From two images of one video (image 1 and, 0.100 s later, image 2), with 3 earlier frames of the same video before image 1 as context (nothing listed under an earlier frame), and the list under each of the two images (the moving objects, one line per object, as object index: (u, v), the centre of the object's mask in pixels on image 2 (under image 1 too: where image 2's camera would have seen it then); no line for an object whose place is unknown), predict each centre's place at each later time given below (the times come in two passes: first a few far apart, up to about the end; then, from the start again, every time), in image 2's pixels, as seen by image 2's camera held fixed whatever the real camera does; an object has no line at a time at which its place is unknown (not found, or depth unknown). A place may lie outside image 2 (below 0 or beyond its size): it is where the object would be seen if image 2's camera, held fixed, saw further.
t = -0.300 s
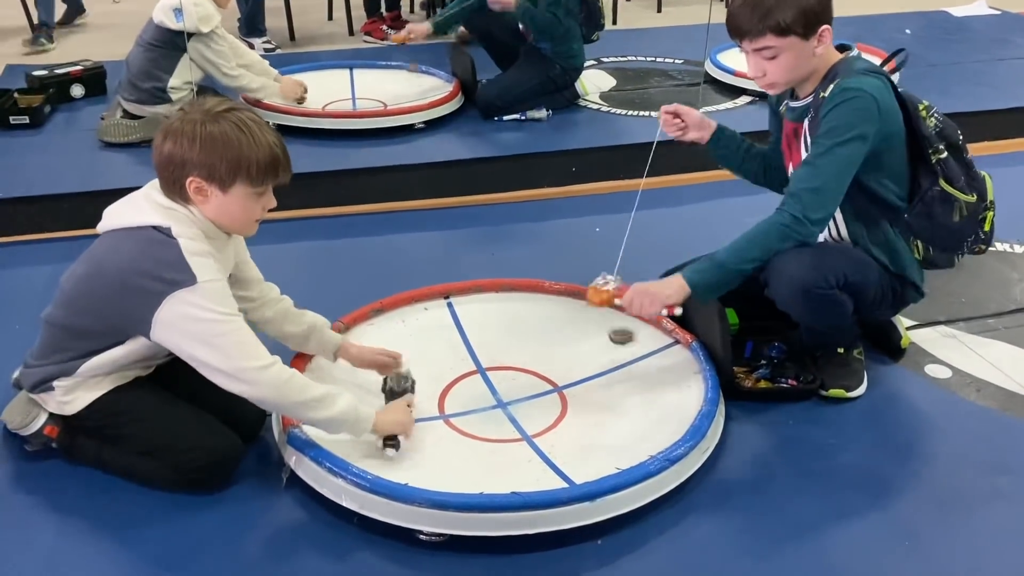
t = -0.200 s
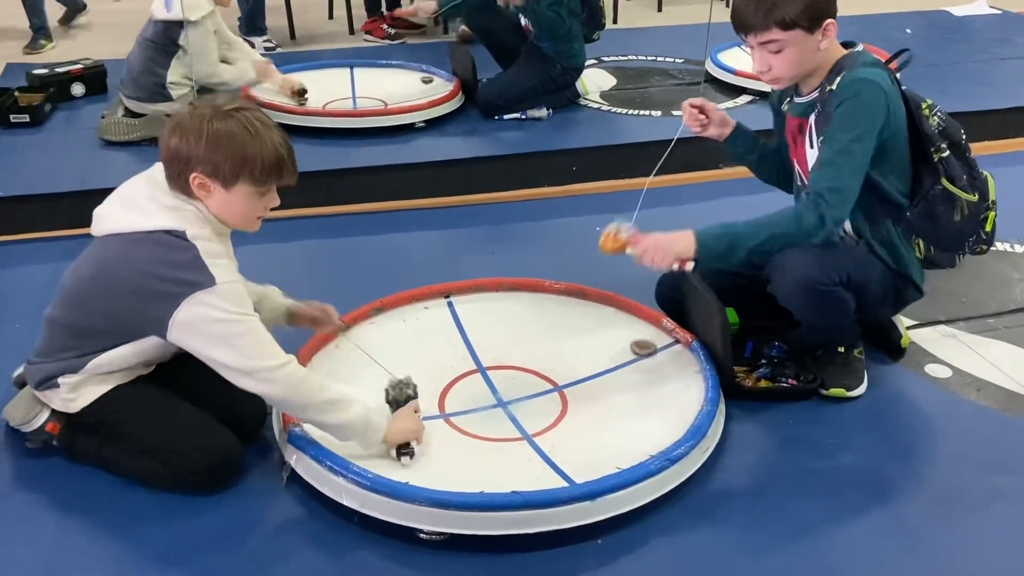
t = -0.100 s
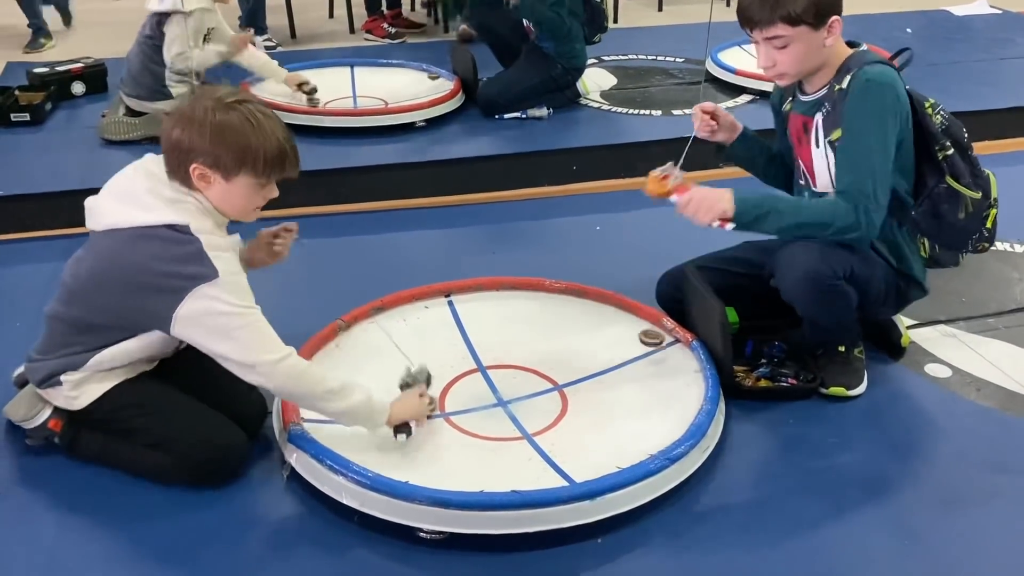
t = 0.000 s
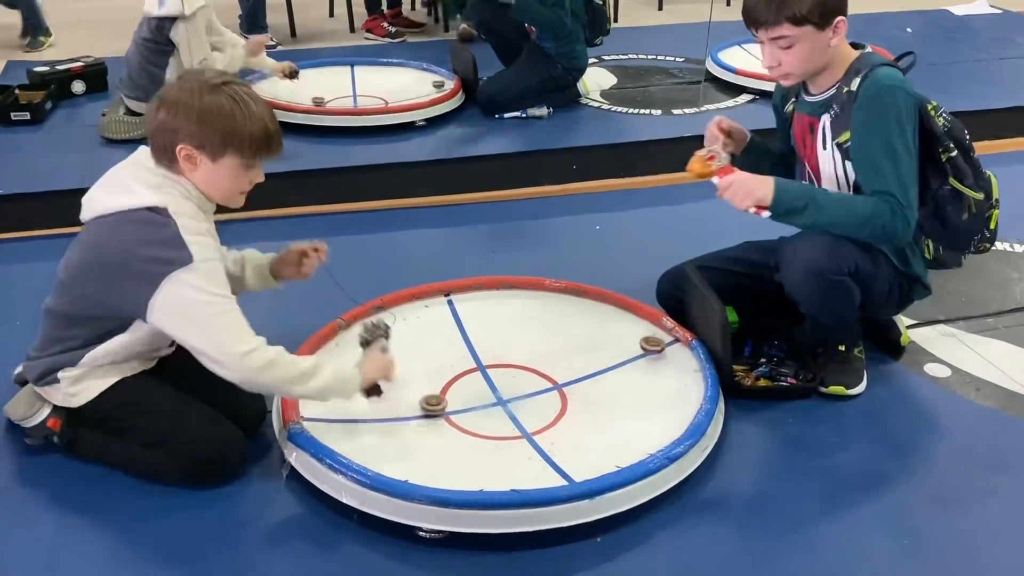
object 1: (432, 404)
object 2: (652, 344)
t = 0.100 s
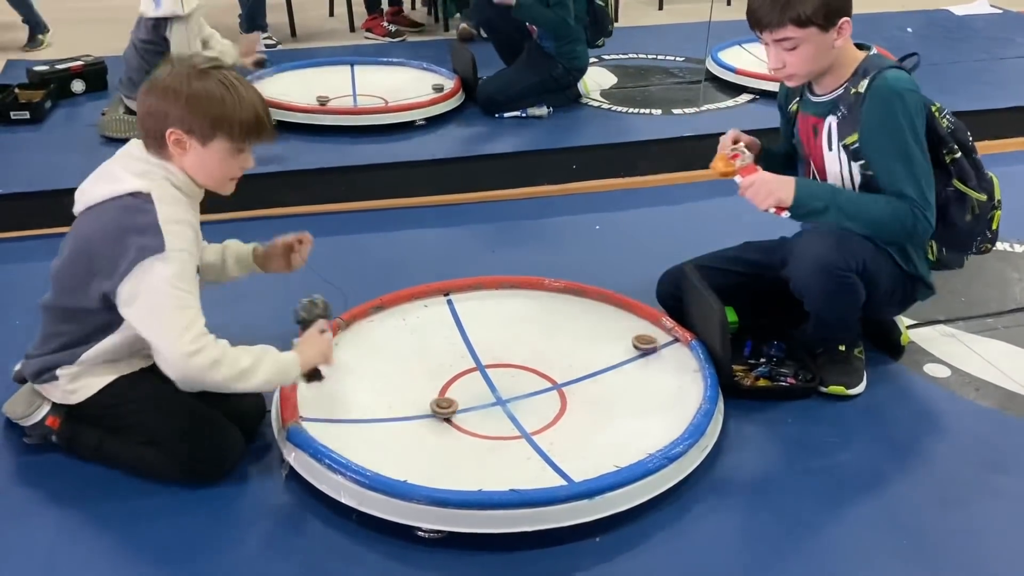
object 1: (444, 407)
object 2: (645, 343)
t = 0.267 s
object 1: (463, 412)
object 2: (624, 337)
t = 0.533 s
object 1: (498, 404)
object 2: (584, 337)
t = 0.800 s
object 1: (507, 380)
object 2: (544, 345)
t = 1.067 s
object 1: (474, 364)
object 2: (509, 359)
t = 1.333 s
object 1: (436, 376)
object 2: (490, 374)
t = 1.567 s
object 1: (431, 406)
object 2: (481, 384)
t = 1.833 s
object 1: (492, 430)
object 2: (476, 392)
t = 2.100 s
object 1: (564, 405)
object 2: (471, 397)
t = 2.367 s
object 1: (573, 357)
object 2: (468, 402)
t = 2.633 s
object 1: (518, 331)
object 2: (471, 402)
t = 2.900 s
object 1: (440, 348)
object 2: (474, 402)
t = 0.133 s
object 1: (448, 408)
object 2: (641, 341)
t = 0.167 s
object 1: (451, 409)
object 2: (637, 340)
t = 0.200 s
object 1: (455, 410)
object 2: (633, 339)
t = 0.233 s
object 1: (459, 411)
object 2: (628, 338)
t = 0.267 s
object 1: (463, 412)
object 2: (624, 337)
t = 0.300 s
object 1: (468, 411)
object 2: (619, 337)
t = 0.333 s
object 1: (472, 412)
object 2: (614, 336)
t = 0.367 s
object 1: (477, 411)
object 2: (609, 336)
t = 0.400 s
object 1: (482, 411)
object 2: (604, 336)
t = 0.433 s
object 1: (486, 410)
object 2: (599, 336)
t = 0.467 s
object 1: (490, 408)
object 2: (594, 336)
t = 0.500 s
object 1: (494, 406)
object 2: (589, 337)
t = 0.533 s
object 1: (498, 404)
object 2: (584, 337)
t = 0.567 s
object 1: (501, 402)
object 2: (579, 338)
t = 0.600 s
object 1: (504, 399)
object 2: (574, 339)
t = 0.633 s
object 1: (507, 396)
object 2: (569, 339)
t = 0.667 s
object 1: (508, 393)
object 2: (564, 340)
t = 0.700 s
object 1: (509, 390)
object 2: (559, 341)
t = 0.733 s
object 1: (509, 386)
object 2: (554, 342)
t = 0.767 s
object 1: (508, 383)
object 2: (549, 343)
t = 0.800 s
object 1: (507, 380)
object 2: (544, 345)
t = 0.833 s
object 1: (504, 377)
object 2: (539, 347)
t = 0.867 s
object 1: (502, 374)
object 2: (534, 348)
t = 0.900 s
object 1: (499, 371)
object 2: (529, 350)
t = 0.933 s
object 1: (494, 370)
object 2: (525, 352)
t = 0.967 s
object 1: (490, 367)
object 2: (521, 353)
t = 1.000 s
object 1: (485, 365)
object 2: (516, 356)
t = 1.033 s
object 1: (479, 365)
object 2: (513, 357)
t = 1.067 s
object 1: (474, 364)
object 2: (509, 359)
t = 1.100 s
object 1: (469, 364)
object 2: (506, 361)
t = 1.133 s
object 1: (464, 364)
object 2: (503, 363)
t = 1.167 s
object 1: (459, 365)
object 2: (500, 365)
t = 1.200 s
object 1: (454, 367)
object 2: (498, 366)
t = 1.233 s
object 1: (449, 368)
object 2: (495, 368)
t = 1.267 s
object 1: (444, 370)
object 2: (494, 370)
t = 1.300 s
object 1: (439, 373)
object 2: (491, 372)
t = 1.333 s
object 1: (436, 376)
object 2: (490, 374)
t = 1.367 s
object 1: (432, 379)
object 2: (488, 375)
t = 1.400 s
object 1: (429, 383)
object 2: (486, 377)
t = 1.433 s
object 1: (427, 388)
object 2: (485, 378)
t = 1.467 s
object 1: (426, 392)
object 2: (484, 380)
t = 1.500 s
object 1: (426, 397)
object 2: (483, 381)
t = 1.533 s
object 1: (428, 401)
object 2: (482, 383)
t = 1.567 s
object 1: (431, 406)
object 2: (481, 384)
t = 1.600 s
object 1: (435, 410)
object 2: (480, 385)
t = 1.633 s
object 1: (441, 415)
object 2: (480, 387)
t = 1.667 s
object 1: (447, 419)
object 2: (480, 387)
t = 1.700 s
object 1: (454, 423)
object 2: (479, 388)
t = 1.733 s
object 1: (463, 425)
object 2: (478, 390)
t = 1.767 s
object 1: (472, 427)
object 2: (477, 390)
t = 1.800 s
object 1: (483, 429)
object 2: (477, 391)
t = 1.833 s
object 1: (492, 430)
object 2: (476, 392)
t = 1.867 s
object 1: (503, 430)
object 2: (475, 393)
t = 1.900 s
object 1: (513, 429)
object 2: (475, 393)
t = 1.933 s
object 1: (523, 427)
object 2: (474, 394)
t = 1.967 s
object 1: (533, 424)
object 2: (474, 395)
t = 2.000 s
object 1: (542, 420)
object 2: (473, 395)
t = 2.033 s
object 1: (550, 416)
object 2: (472, 396)
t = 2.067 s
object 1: (558, 411)
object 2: (472, 397)
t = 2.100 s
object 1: (564, 405)
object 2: (471, 397)
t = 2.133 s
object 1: (569, 400)
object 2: (471, 398)
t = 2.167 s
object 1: (574, 393)
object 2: (471, 398)
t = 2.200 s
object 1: (577, 387)
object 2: (470, 399)
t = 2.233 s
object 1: (578, 381)
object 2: (469, 400)
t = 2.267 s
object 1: (579, 375)
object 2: (469, 401)
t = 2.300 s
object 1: (578, 369)
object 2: (469, 401)
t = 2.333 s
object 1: (576, 363)
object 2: (468, 401)
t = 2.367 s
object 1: (573, 357)
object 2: (468, 402)
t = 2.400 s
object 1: (568, 352)
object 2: (468, 402)
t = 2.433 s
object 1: (564, 347)
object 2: (468, 402)
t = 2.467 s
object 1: (558, 343)
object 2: (469, 402)
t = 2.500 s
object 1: (551, 339)
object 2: (469, 402)
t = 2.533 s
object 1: (544, 336)
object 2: (470, 402)
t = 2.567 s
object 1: (536, 334)
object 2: (470, 402)
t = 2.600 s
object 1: (527, 332)
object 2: (471, 402)
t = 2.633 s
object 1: (518, 331)
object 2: (471, 402)
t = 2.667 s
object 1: (509, 330)
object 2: (472, 402)
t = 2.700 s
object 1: (498, 330)
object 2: (472, 402)
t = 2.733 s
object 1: (489, 331)
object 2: (472, 402)
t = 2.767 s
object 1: (479, 333)
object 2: (473, 402)
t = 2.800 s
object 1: (469, 336)
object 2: (473, 402)
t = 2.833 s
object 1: (459, 339)
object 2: (473, 402)
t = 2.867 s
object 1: (449, 343)
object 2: (474, 402)
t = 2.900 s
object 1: (440, 348)
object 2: (474, 402)
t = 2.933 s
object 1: (432, 354)
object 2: (475, 402)
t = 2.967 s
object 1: (425, 360)
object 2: (476, 402)
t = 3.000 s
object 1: (418, 367)
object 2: (476, 402)
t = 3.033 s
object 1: (413, 374)
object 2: (477, 402)
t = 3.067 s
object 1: (410, 381)
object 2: (477, 402)
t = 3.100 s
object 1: (408, 390)
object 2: (477, 402)
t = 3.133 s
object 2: (477, 402)
